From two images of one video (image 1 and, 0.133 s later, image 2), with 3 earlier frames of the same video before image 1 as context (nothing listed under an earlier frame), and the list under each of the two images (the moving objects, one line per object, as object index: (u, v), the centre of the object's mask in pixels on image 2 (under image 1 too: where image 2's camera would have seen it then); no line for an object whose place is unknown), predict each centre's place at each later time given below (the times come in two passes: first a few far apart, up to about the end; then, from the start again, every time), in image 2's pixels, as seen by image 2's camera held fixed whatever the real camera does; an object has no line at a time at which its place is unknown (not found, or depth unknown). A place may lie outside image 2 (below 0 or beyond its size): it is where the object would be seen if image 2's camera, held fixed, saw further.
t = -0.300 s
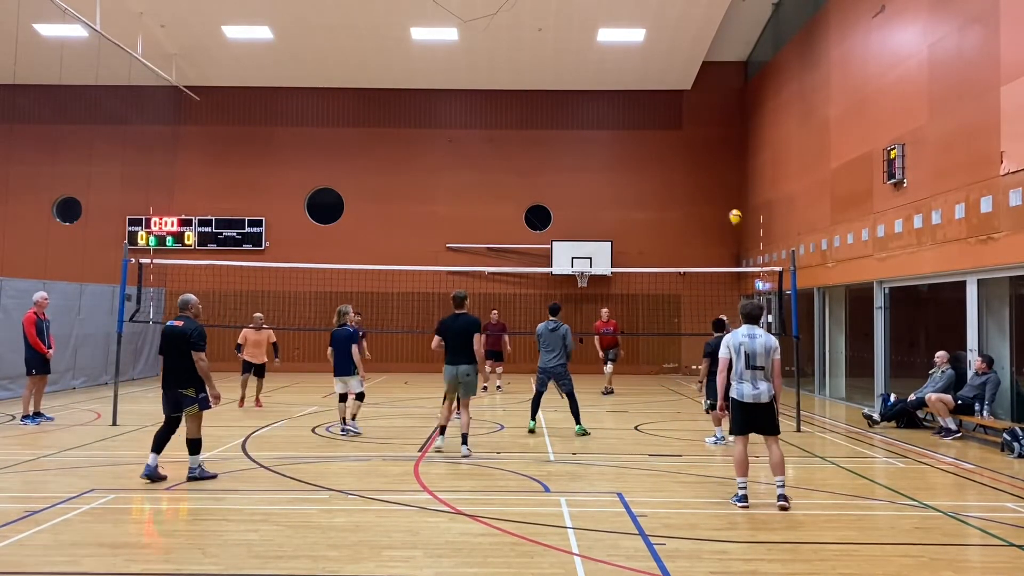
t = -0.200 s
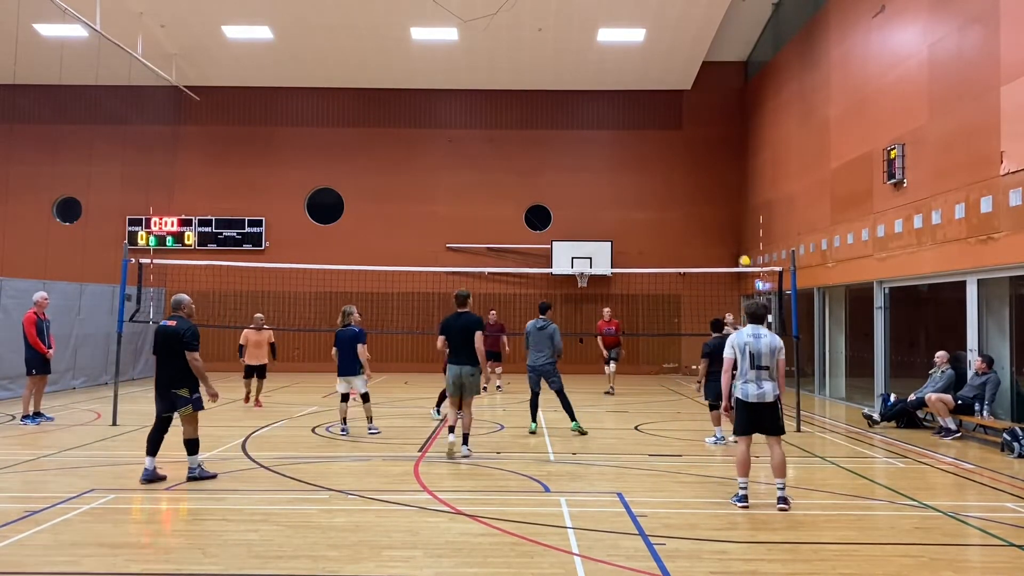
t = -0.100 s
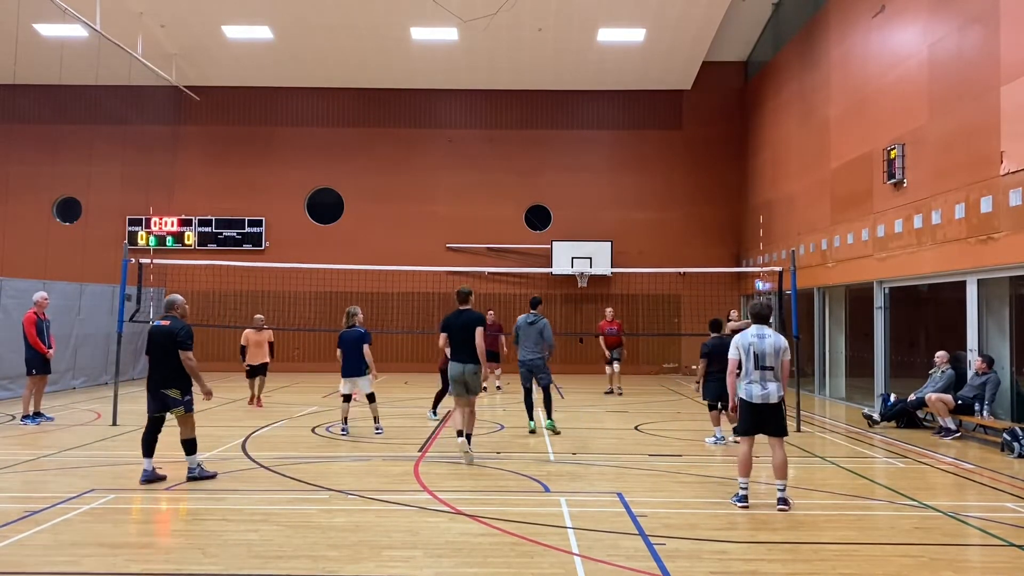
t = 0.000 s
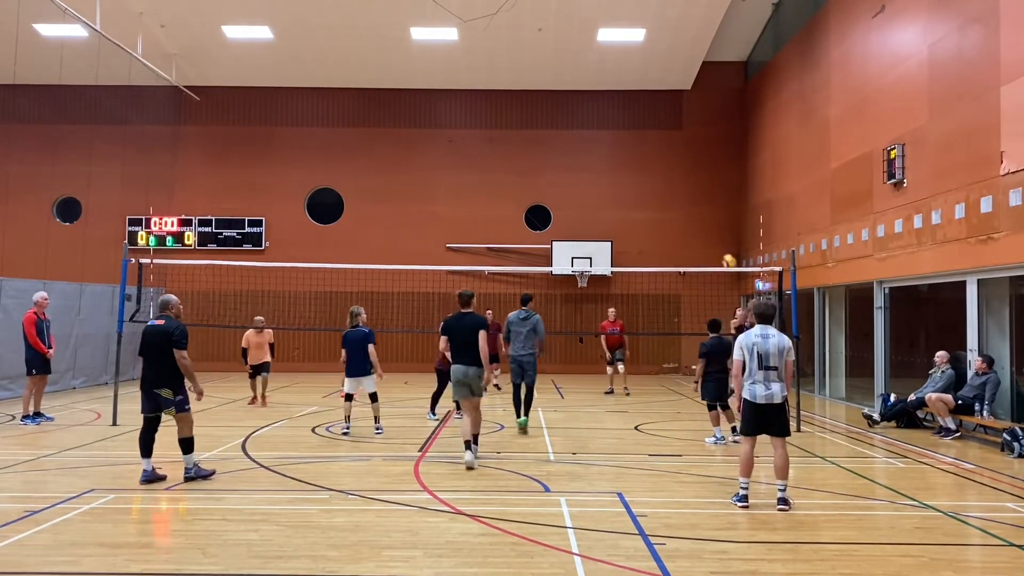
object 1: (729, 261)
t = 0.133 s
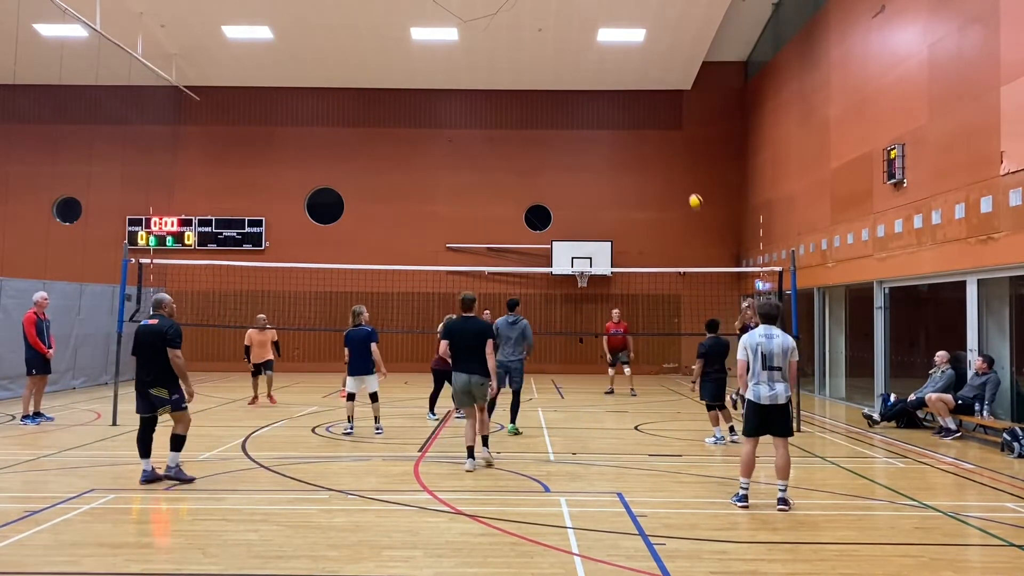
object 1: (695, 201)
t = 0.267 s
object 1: (662, 154)
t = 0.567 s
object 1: (587, 90)
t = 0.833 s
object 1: (521, 82)
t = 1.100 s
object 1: (455, 120)
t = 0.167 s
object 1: (687, 188)
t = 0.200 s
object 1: (679, 176)
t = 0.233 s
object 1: (670, 164)
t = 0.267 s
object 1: (662, 154)
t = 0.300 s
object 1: (653, 144)
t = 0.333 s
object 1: (645, 134)
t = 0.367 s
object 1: (637, 126)
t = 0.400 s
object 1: (629, 118)
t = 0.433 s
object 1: (620, 111)
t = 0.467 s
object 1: (611, 104)
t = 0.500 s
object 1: (603, 99)
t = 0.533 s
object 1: (595, 94)
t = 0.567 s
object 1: (587, 90)
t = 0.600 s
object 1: (578, 86)
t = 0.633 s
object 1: (570, 84)
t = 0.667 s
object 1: (562, 81)
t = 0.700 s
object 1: (554, 80)
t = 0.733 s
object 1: (545, 80)
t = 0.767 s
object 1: (537, 80)
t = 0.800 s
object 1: (529, 81)
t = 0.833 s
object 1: (521, 82)
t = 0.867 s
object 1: (512, 84)
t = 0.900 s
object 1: (504, 87)
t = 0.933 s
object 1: (496, 91)
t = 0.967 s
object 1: (488, 95)
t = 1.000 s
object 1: (479, 100)
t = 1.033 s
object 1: (471, 106)
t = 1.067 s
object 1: (463, 112)
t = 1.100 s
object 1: (455, 120)
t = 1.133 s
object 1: (448, 128)
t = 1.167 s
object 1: (440, 136)
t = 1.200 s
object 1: (432, 145)
